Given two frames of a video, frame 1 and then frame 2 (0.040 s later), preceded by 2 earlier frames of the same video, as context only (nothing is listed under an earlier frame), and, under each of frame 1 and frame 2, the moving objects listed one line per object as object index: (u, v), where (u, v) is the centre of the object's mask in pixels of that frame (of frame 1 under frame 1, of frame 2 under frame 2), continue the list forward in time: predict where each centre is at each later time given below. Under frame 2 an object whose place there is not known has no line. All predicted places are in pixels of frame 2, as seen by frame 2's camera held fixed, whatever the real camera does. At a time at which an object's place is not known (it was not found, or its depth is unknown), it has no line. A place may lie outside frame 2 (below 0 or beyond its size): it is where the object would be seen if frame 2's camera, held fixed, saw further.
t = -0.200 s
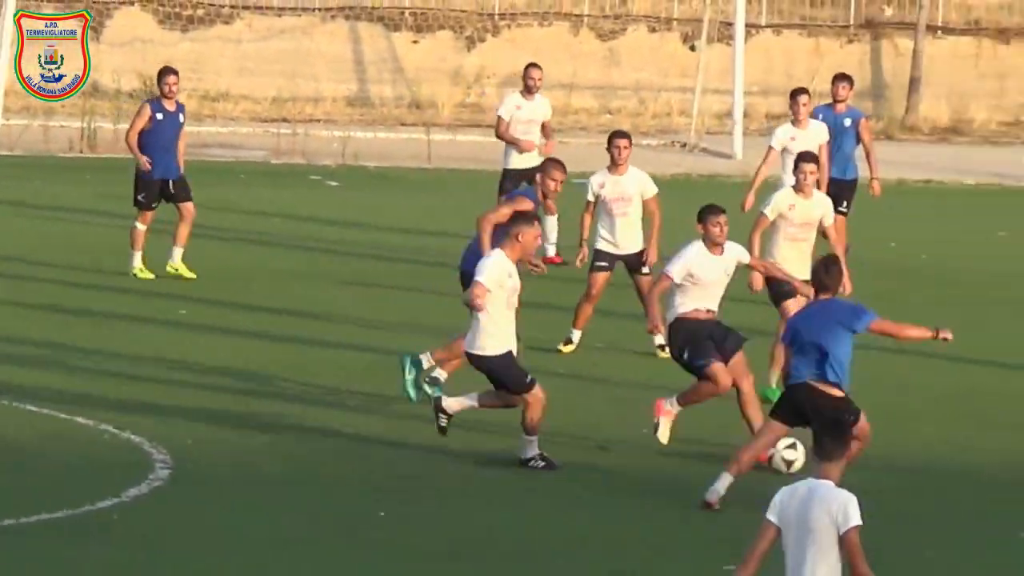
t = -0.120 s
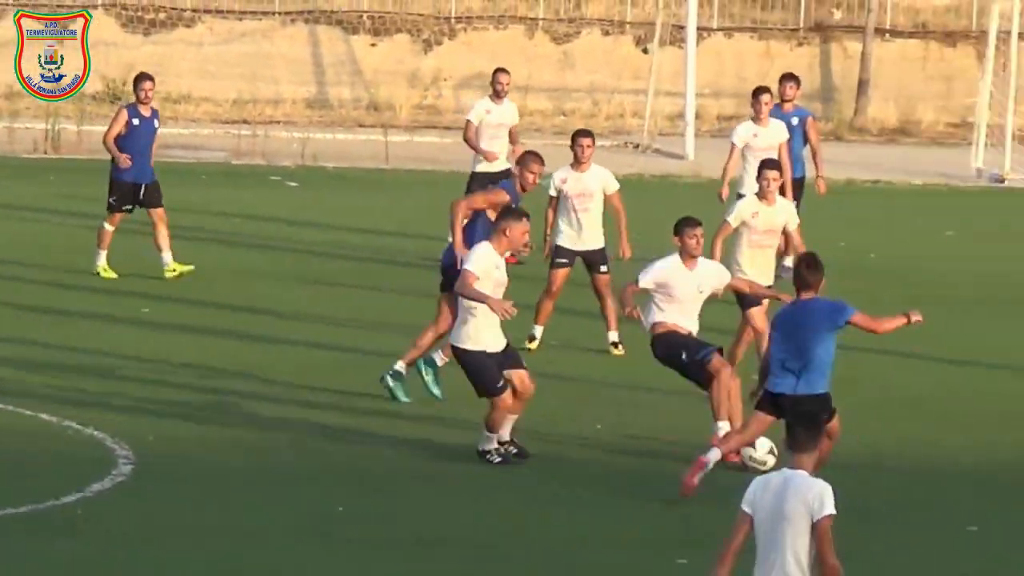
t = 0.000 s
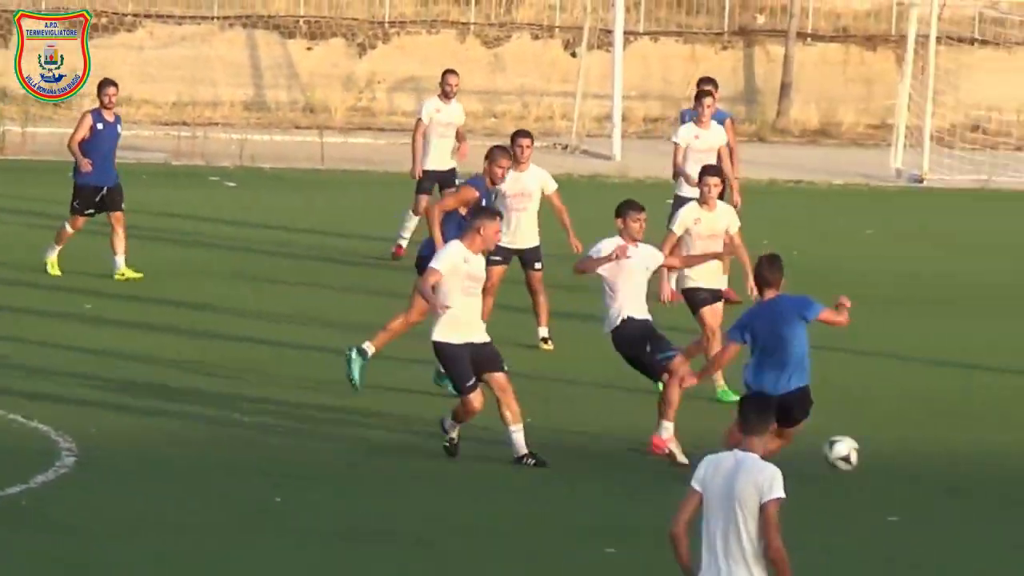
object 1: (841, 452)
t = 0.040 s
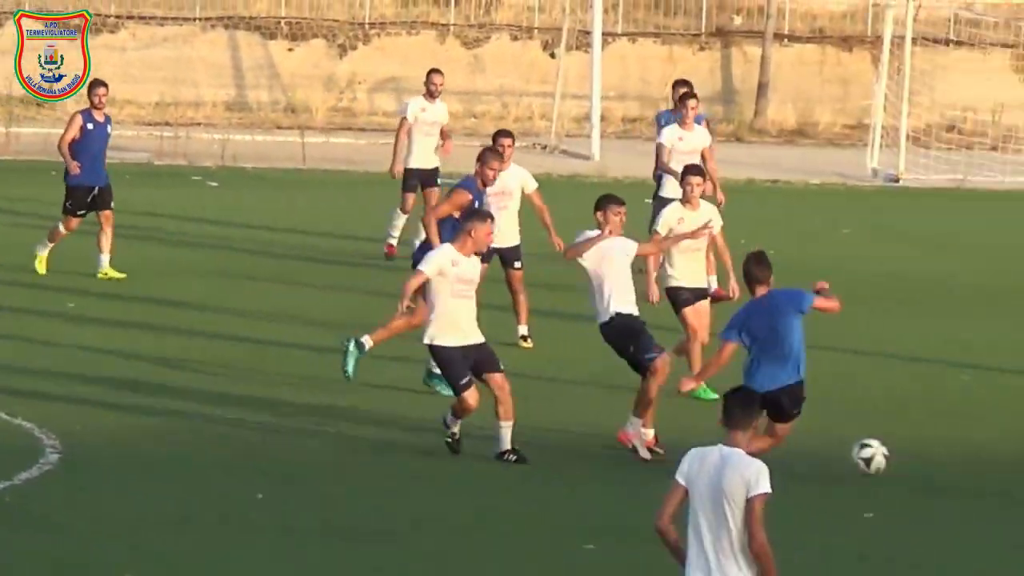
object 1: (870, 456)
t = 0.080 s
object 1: (924, 468)
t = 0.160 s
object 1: (1031, 490)
